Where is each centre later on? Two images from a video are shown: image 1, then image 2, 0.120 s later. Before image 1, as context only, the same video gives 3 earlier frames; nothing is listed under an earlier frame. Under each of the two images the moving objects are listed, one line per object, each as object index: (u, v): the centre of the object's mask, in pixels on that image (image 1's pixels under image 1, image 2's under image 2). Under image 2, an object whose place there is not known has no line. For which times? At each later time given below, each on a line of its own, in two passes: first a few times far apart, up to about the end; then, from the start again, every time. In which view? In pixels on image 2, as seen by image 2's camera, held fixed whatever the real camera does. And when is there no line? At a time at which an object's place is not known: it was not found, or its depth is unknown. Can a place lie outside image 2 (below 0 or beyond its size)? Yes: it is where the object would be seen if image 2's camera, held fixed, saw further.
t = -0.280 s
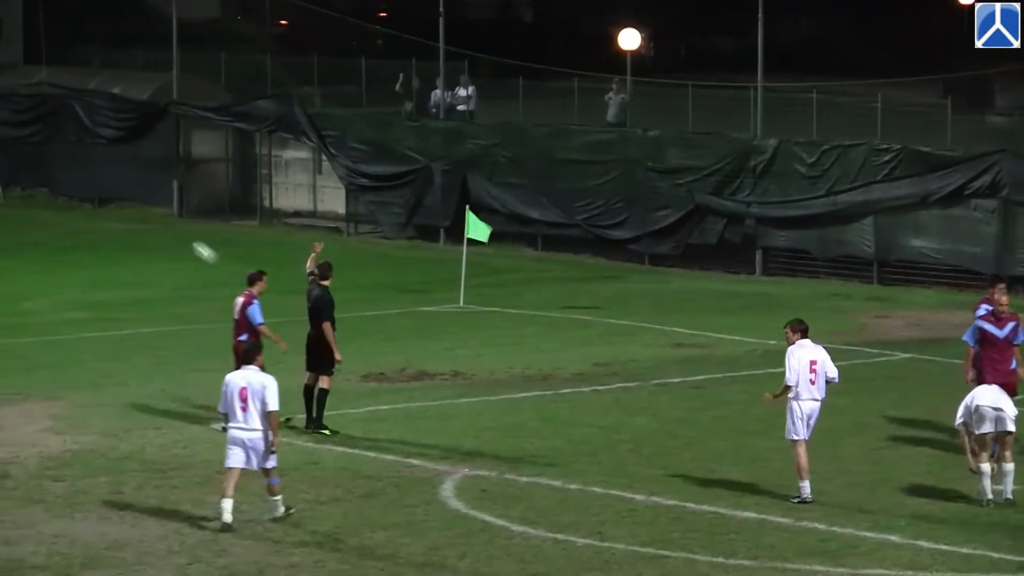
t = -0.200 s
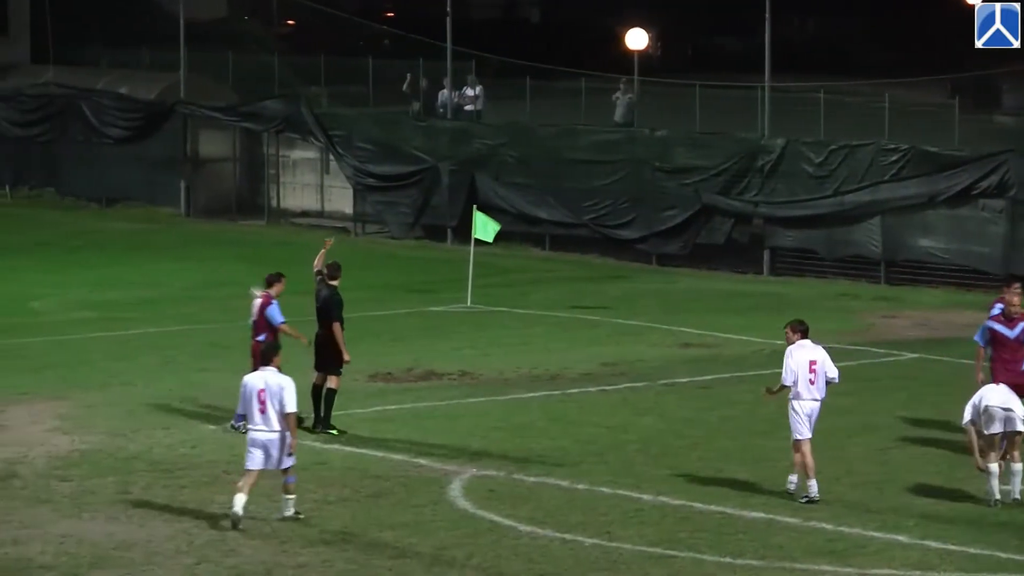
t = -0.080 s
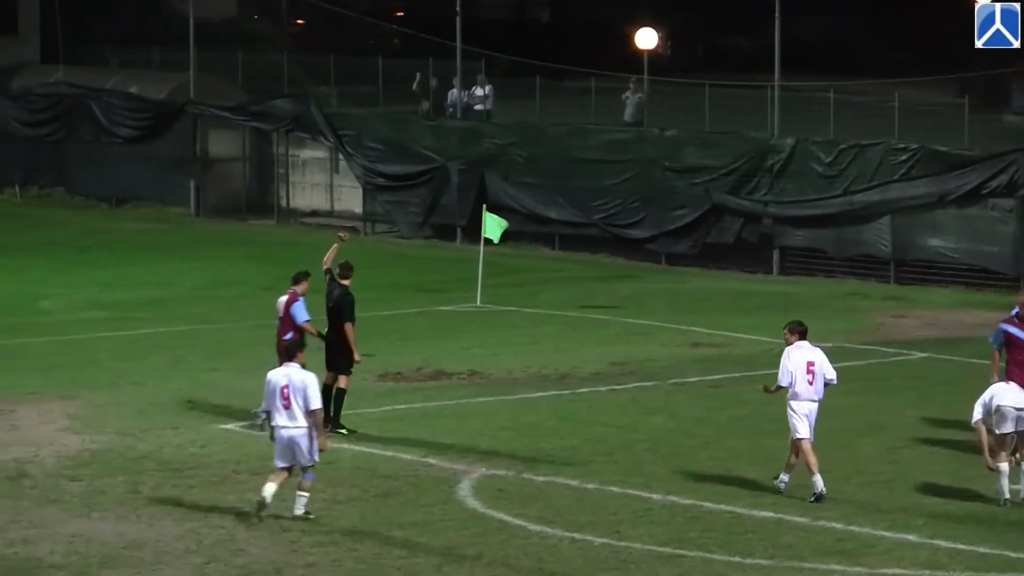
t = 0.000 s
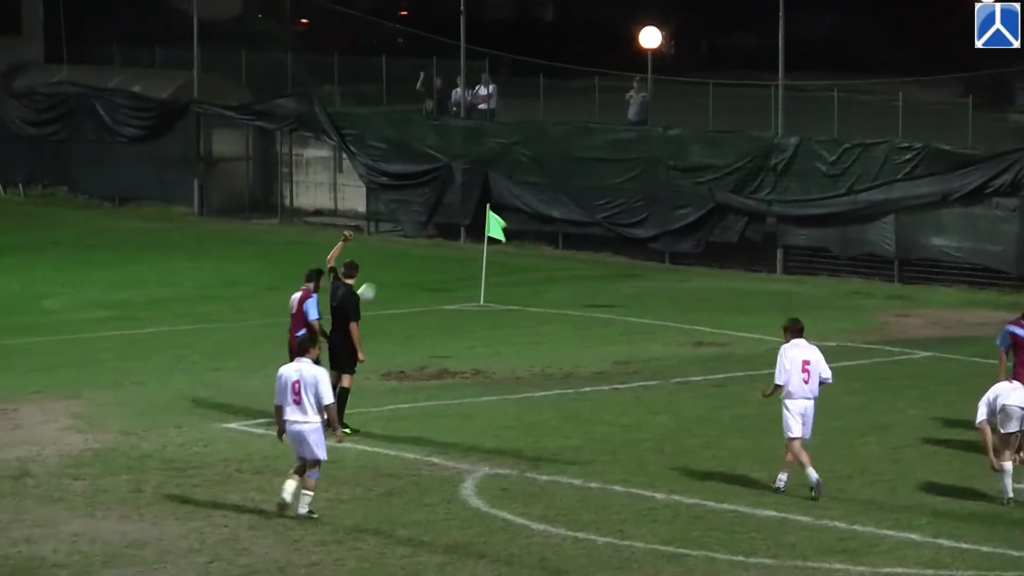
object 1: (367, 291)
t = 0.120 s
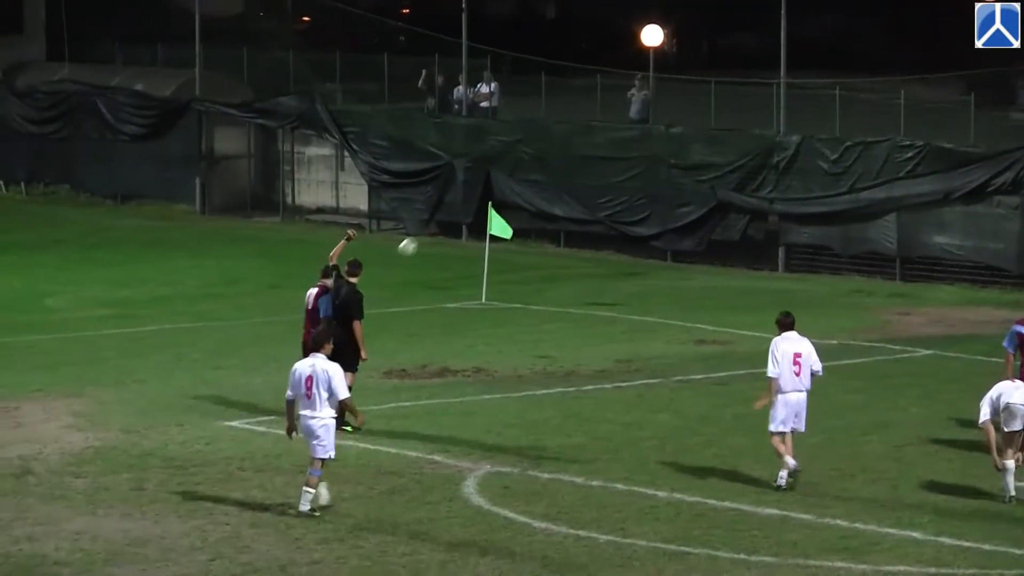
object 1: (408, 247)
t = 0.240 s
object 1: (446, 211)
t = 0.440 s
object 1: (513, 180)
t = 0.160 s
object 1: (422, 231)
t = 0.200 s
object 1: (434, 222)
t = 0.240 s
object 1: (446, 211)
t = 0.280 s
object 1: (461, 203)
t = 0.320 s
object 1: (474, 195)
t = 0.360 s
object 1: (486, 190)
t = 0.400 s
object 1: (500, 184)
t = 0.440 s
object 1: (513, 180)
